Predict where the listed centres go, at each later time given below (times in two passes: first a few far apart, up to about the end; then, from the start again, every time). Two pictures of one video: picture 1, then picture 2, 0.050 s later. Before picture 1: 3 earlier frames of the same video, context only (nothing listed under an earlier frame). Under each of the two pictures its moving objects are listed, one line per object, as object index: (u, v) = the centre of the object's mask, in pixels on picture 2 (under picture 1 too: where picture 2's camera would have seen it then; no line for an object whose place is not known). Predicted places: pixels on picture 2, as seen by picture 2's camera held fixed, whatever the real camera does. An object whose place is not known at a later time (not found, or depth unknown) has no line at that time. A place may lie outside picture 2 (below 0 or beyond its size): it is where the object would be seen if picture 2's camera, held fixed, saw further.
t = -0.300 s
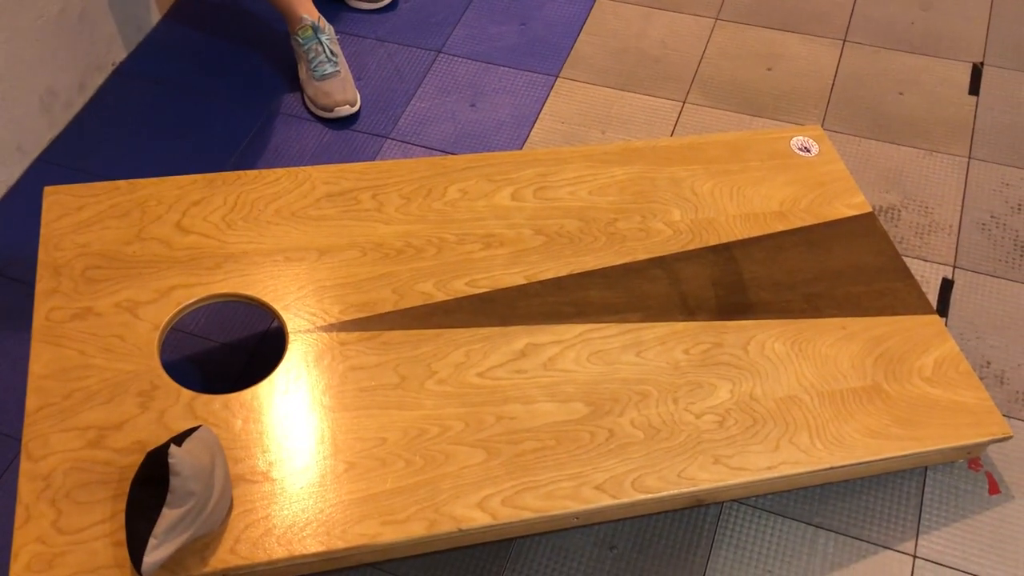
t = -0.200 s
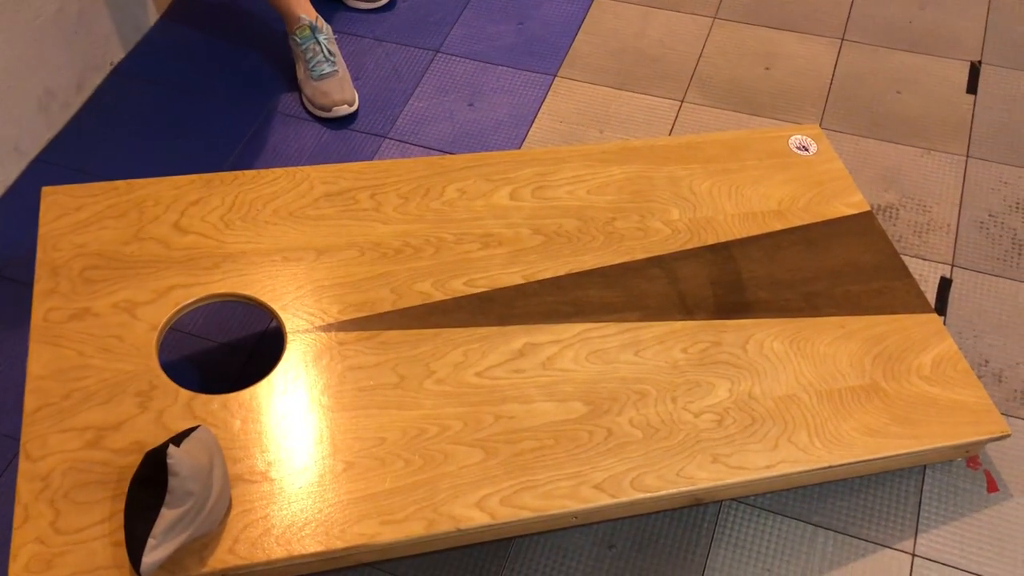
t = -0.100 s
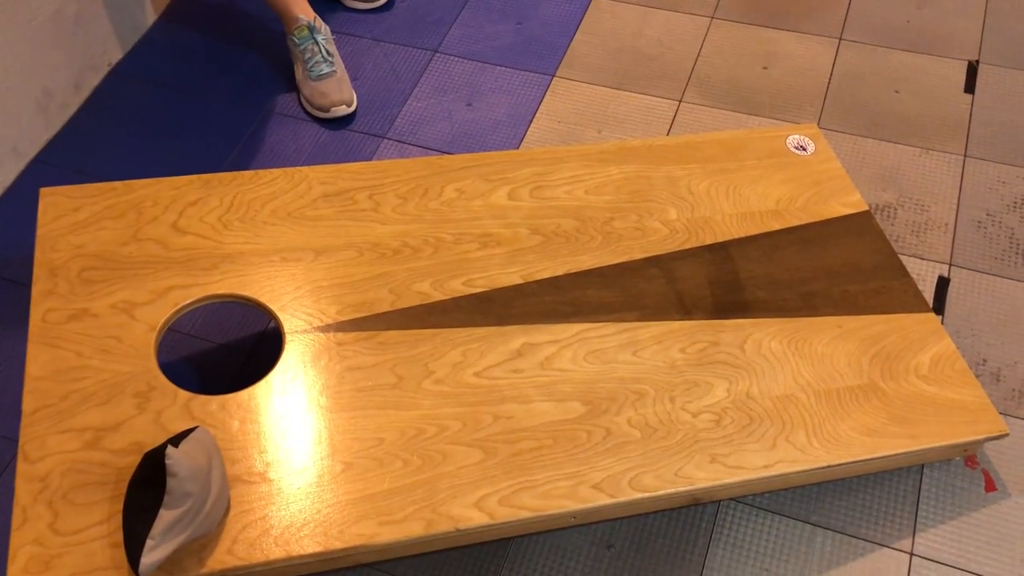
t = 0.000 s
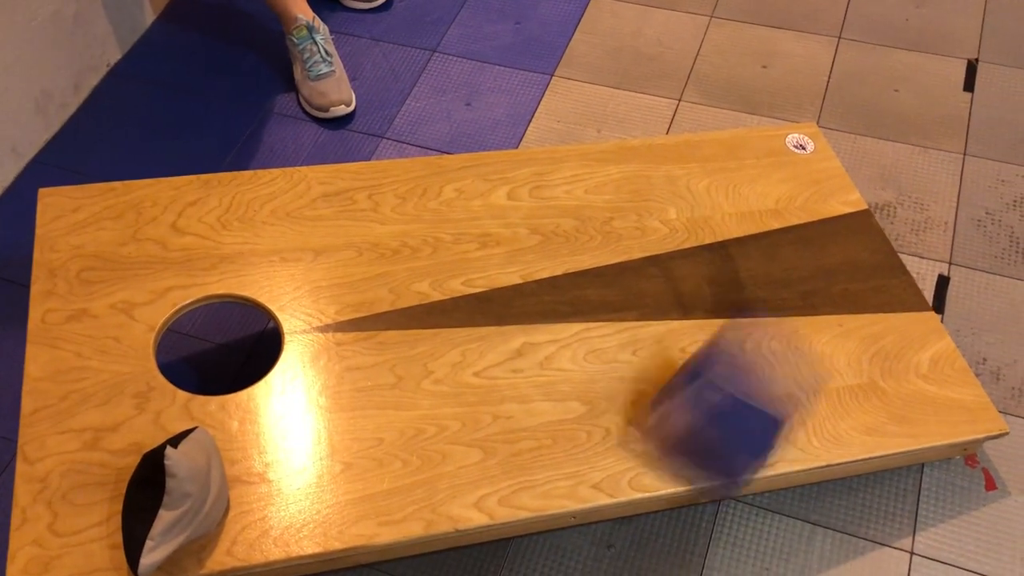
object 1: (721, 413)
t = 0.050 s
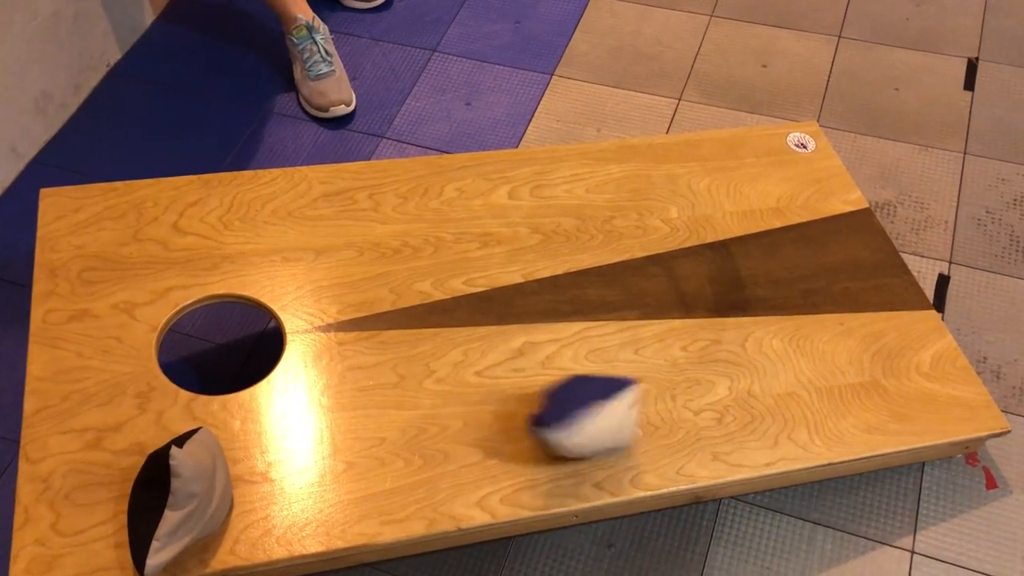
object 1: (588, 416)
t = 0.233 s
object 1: (388, 470)
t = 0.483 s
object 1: (388, 470)
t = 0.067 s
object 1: (548, 421)
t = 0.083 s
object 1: (506, 428)
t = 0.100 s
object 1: (470, 437)
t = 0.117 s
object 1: (445, 443)
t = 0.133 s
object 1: (419, 448)
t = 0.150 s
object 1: (403, 454)
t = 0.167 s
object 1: (391, 465)
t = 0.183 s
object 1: (387, 469)
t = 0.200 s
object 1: (386, 471)
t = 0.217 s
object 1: (387, 471)
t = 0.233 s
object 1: (388, 470)
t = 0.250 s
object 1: (388, 471)
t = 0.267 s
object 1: (388, 470)
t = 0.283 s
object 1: (388, 470)
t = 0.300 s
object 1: (388, 470)
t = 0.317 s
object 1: (388, 470)
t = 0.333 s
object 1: (388, 470)
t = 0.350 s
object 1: (388, 470)
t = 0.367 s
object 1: (388, 470)
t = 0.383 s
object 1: (388, 470)
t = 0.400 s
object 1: (388, 470)
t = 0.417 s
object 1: (388, 470)
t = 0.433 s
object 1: (388, 470)
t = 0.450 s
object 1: (388, 470)
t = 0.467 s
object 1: (388, 470)
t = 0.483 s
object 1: (388, 470)
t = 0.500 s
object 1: (388, 470)
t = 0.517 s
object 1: (388, 470)
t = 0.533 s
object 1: (388, 470)
